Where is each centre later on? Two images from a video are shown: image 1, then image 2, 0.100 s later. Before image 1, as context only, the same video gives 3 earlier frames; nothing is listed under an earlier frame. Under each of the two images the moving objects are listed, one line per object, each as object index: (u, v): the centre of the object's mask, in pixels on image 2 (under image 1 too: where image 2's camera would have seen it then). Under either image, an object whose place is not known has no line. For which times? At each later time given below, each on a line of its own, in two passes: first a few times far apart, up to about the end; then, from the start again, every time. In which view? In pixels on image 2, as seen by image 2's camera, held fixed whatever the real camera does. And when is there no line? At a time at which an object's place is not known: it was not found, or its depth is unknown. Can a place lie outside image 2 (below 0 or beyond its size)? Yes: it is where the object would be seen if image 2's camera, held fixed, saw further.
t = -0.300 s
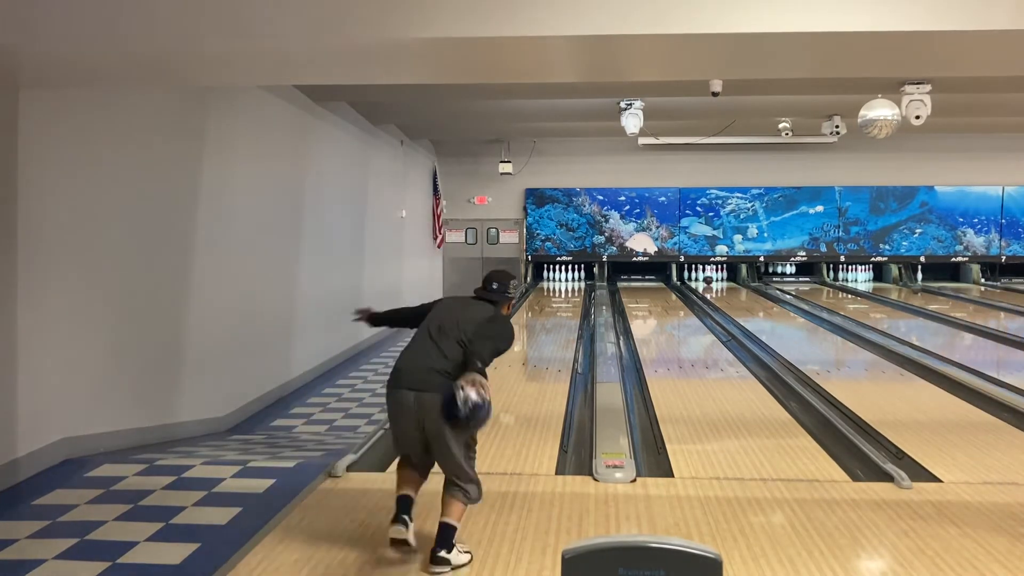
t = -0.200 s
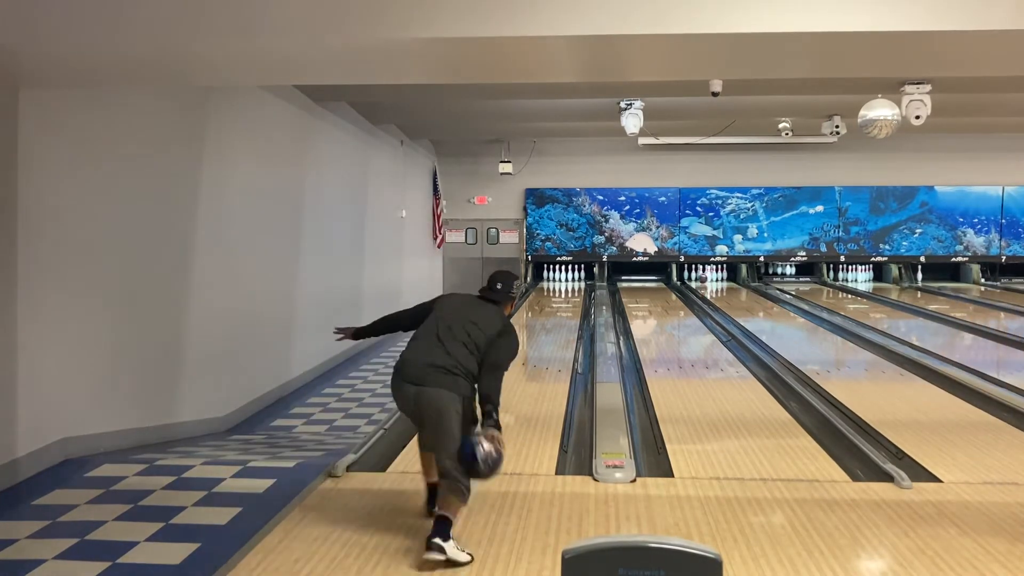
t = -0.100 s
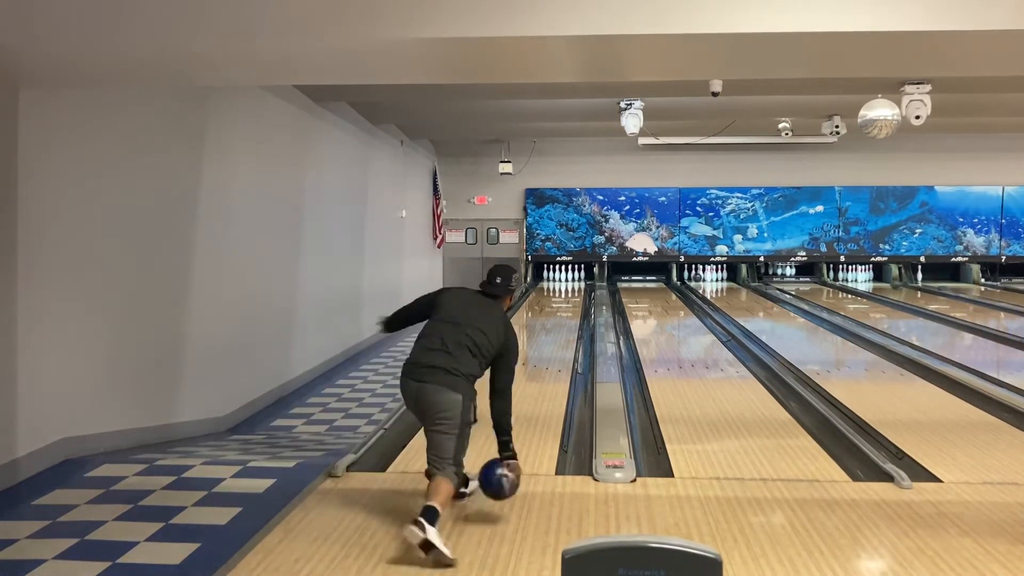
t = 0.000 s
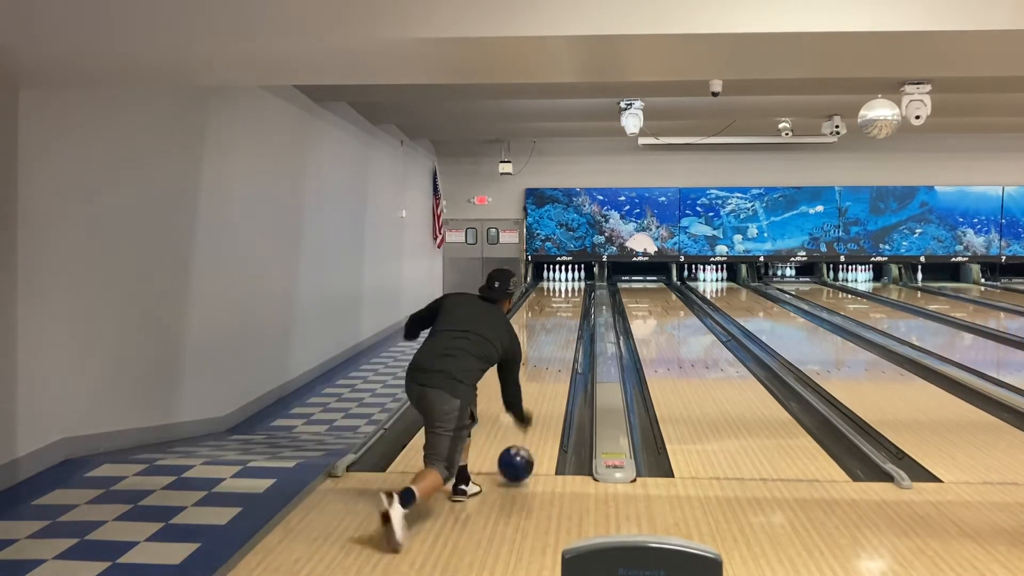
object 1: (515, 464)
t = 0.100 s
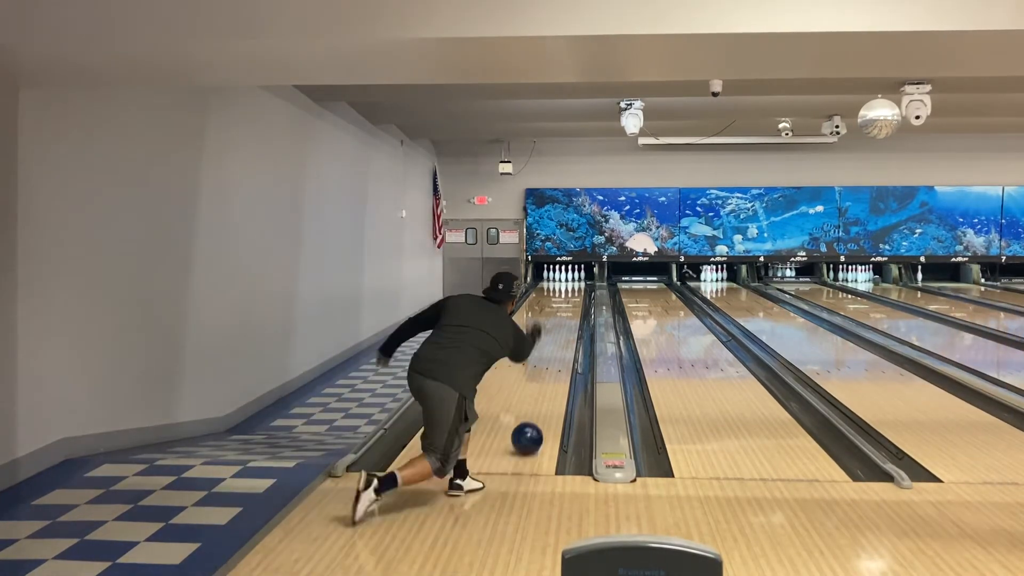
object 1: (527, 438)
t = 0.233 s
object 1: (538, 408)
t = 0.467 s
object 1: (551, 371)
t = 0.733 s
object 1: (560, 343)
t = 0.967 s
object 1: (565, 326)
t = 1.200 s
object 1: (568, 313)
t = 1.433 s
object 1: (571, 303)
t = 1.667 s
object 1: (572, 294)
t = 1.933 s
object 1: (573, 287)
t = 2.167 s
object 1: (572, 282)
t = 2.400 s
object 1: (570, 277)
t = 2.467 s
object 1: (569, 276)
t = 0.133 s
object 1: (530, 430)
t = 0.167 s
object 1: (533, 422)
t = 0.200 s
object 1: (535, 415)
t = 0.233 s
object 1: (538, 408)
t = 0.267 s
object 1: (540, 401)
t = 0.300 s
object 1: (542, 396)
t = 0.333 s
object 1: (544, 390)
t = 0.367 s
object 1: (546, 385)
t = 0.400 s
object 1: (548, 380)
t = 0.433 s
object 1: (549, 375)
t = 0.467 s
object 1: (551, 371)
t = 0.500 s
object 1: (552, 367)
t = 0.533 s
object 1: (553, 363)
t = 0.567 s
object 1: (555, 359)
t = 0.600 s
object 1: (556, 356)
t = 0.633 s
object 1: (557, 352)
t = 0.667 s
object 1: (558, 349)
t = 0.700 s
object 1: (559, 346)
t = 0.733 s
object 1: (560, 343)
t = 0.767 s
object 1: (560, 340)
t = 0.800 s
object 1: (561, 338)
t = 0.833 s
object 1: (562, 335)
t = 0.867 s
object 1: (563, 333)
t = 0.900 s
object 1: (563, 330)
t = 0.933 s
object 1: (564, 328)
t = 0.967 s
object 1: (565, 326)
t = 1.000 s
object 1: (565, 324)
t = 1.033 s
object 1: (566, 322)
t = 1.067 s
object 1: (566, 320)
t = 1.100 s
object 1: (567, 318)
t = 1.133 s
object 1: (568, 316)
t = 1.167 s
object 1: (568, 314)
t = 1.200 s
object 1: (568, 313)
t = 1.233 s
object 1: (569, 311)
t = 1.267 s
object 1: (569, 309)
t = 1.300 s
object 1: (569, 308)
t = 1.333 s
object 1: (570, 307)
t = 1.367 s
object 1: (570, 305)
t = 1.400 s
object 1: (570, 304)
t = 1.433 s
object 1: (571, 303)
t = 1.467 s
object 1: (571, 302)
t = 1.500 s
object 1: (571, 300)
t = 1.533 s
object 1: (571, 299)
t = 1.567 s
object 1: (572, 298)
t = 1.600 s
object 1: (572, 296)
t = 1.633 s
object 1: (572, 295)
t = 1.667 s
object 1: (572, 294)
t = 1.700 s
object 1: (572, 293)
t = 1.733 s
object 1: (573, 292)
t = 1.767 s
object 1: (573, 291)
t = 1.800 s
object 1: (573, 290)
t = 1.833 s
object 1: (573, 289)
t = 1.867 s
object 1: (573, 289)
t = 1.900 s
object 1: (573, 288)
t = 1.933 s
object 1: (573, 287)
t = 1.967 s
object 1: (573, 286)
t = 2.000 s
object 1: (572, 285)
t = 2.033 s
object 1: (572, 285)
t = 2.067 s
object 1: (573, 284)
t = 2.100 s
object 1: (572, 283)
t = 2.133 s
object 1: (572, 283)
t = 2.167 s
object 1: (572, 282)
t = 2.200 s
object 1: (572, 281)
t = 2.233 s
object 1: (572, 281)
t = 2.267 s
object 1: (572, 280)
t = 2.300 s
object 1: (571, 279)
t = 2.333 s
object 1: (571, 279)
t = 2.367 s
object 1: (571, 278)
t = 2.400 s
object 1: (570, 277)
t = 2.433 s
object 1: (570, 277)
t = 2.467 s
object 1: (569, 276)
